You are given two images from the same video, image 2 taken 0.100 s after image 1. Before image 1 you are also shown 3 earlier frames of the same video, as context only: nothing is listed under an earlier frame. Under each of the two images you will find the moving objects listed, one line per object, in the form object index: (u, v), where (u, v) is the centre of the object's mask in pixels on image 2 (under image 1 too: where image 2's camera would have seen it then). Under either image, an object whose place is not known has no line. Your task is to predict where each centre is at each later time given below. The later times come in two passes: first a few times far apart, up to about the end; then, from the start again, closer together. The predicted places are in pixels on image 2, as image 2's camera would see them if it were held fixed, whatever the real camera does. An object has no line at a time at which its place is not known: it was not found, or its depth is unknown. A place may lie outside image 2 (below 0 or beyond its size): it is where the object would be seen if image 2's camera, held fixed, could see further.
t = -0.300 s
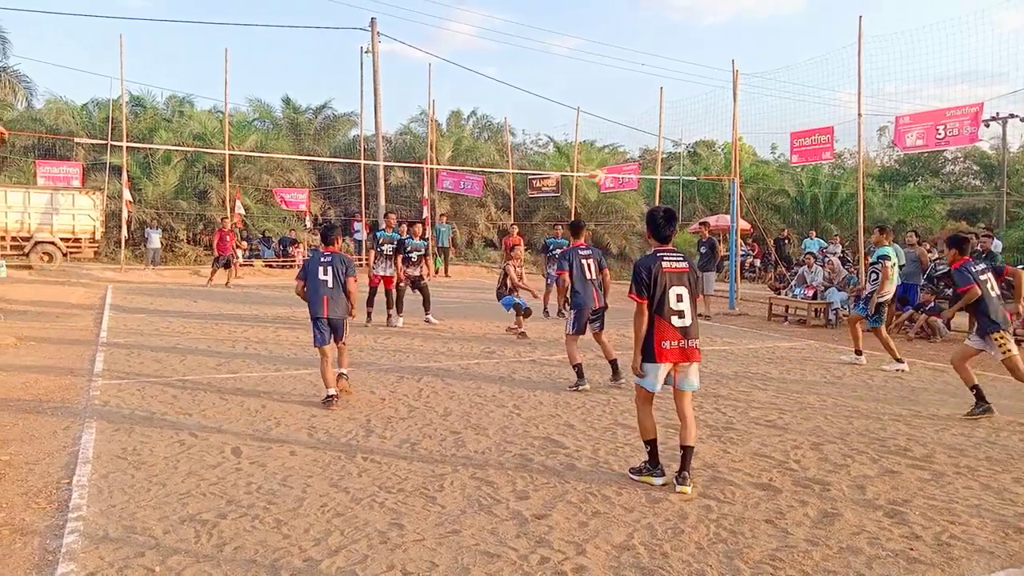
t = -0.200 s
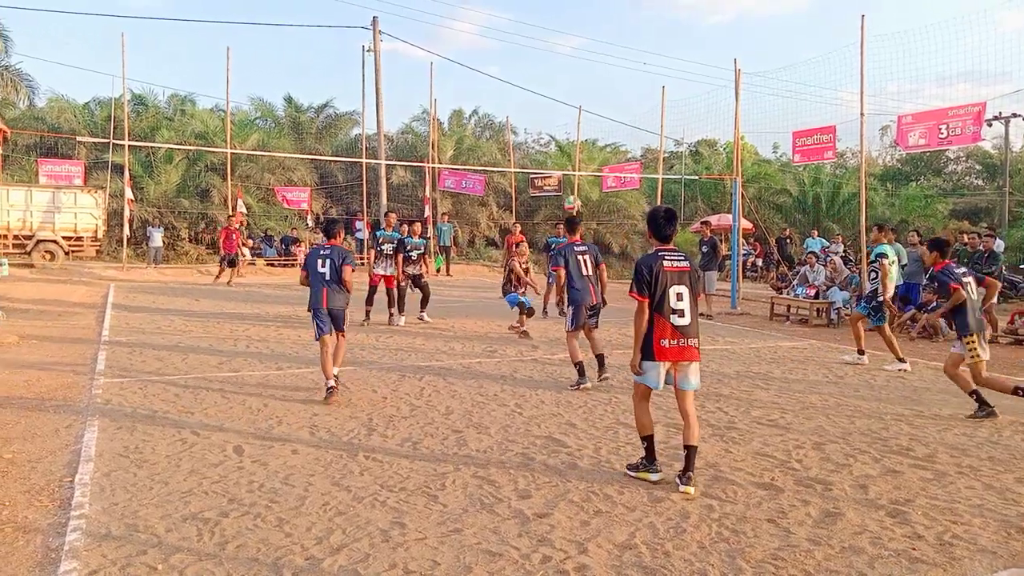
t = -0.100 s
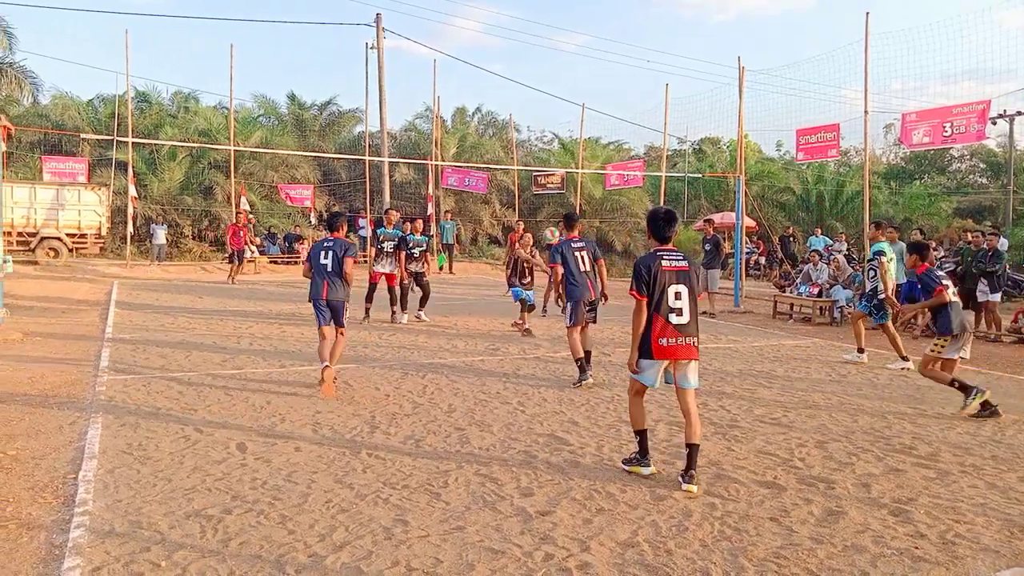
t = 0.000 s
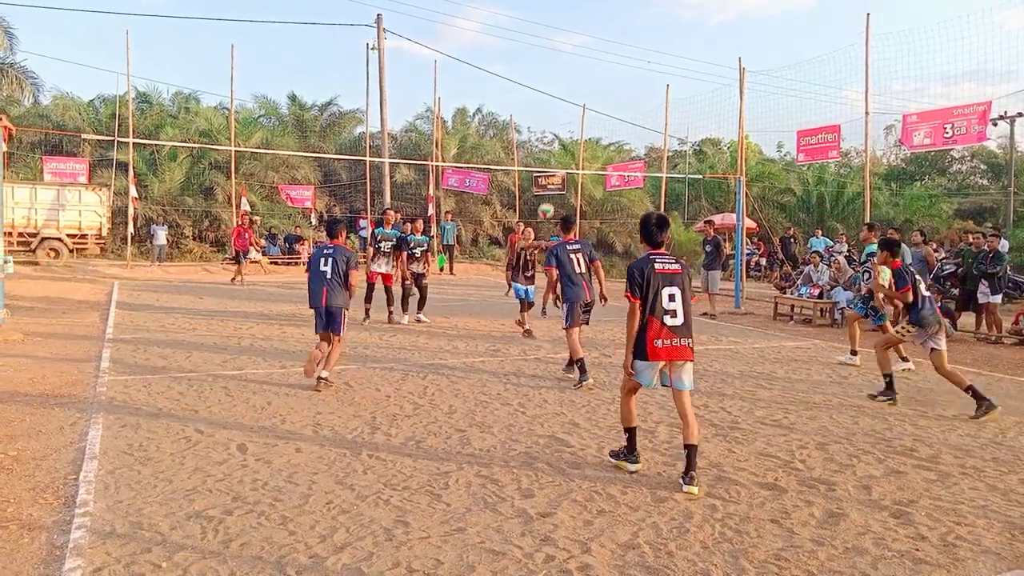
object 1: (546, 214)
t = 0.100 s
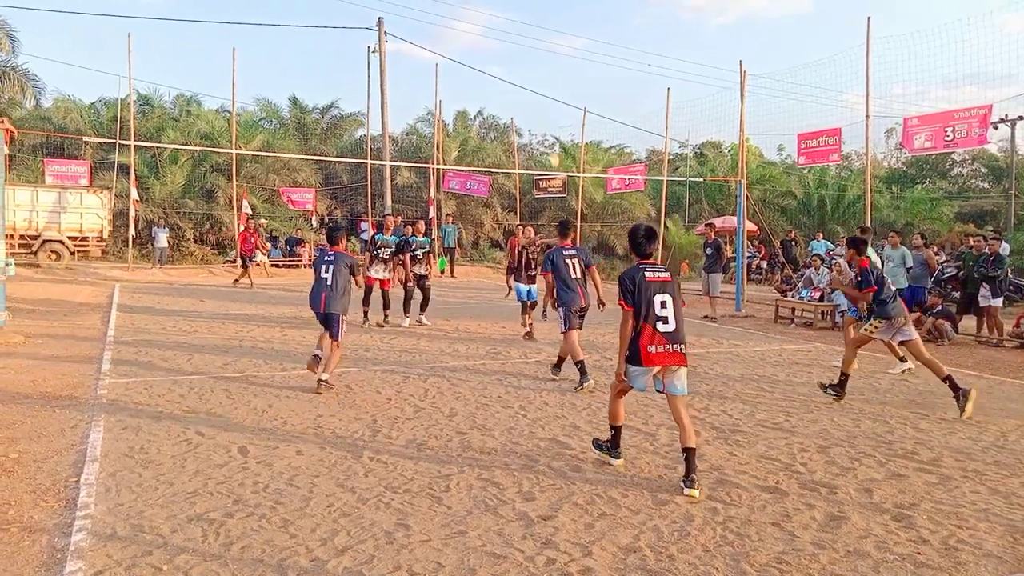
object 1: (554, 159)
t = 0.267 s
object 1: (556, 88)
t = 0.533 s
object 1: (564, 16)
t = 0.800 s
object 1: (572, 5)
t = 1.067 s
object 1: (580, 44)
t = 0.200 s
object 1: (554, 114)
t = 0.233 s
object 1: (555, 100)
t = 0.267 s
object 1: (556, 88)
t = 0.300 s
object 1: (557, 76)
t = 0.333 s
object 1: (559, 65)
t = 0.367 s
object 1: (560, 55)
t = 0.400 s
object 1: (561, 45)
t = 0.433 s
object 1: (561, 36)
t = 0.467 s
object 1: (562, 28)
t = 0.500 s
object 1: (563, 22)
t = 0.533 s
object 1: (564, 16)
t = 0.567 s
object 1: (565, 10)
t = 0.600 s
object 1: (566, 7)
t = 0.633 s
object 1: (567, 6)
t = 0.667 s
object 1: (568, 5)
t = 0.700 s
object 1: (569, 5)
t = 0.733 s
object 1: (570, 4)
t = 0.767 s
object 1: (571, 4)
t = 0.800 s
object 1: (572, 5)
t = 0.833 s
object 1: (573, 5)
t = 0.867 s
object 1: (574, 5)
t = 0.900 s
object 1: (575, 9)
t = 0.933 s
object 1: (576, 14)
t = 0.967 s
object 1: (577, 20)
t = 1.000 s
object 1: (578, 27)
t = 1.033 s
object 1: (578, 36)
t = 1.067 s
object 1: (580, 44)
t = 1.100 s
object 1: (581, 53)
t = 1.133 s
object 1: (581, 64)
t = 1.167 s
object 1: (583, 75)
